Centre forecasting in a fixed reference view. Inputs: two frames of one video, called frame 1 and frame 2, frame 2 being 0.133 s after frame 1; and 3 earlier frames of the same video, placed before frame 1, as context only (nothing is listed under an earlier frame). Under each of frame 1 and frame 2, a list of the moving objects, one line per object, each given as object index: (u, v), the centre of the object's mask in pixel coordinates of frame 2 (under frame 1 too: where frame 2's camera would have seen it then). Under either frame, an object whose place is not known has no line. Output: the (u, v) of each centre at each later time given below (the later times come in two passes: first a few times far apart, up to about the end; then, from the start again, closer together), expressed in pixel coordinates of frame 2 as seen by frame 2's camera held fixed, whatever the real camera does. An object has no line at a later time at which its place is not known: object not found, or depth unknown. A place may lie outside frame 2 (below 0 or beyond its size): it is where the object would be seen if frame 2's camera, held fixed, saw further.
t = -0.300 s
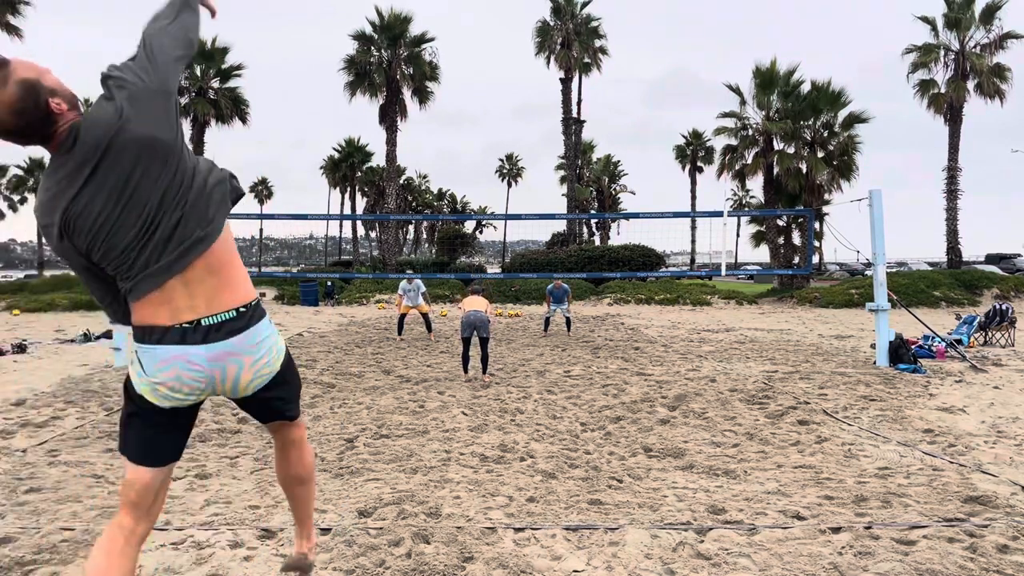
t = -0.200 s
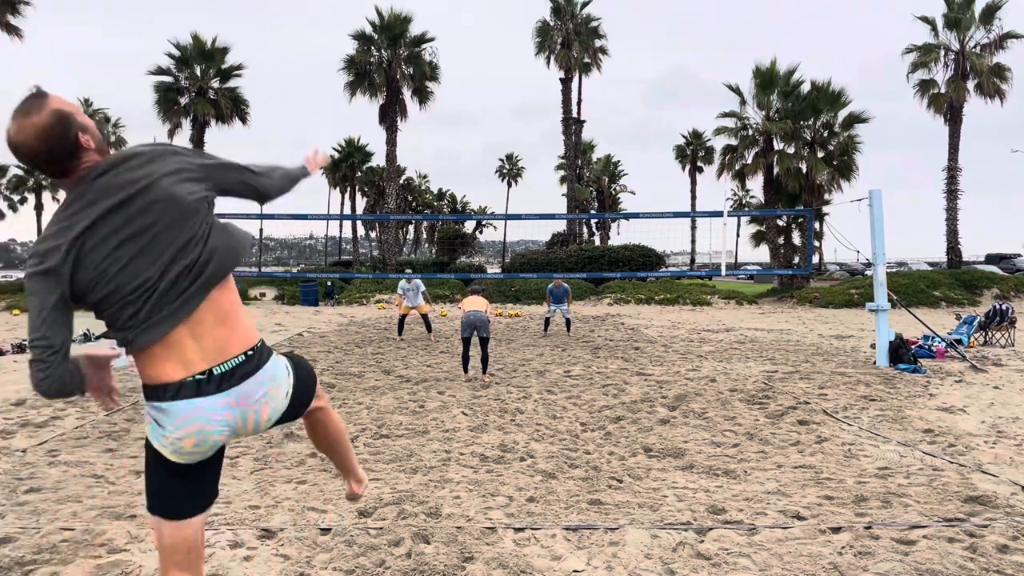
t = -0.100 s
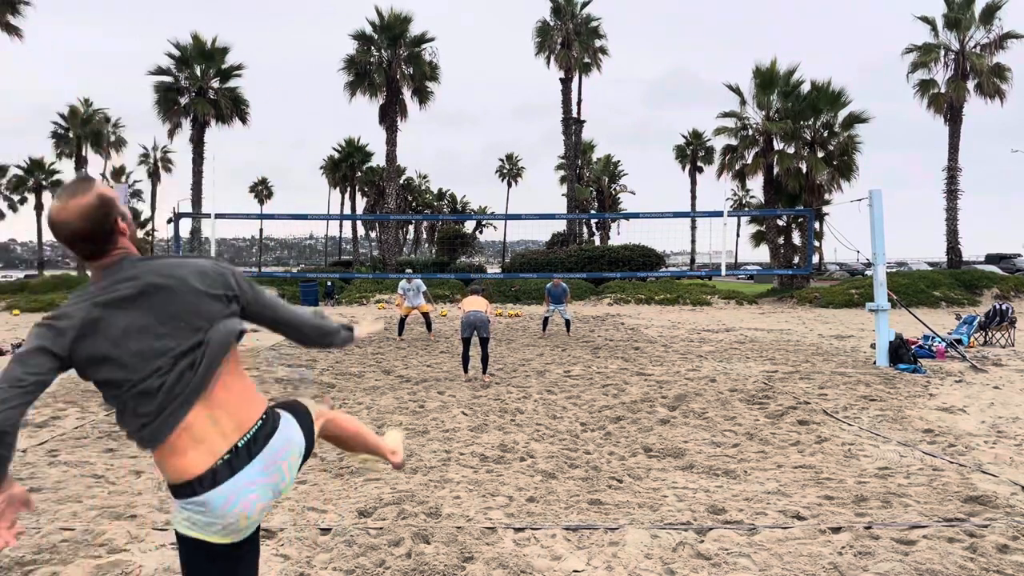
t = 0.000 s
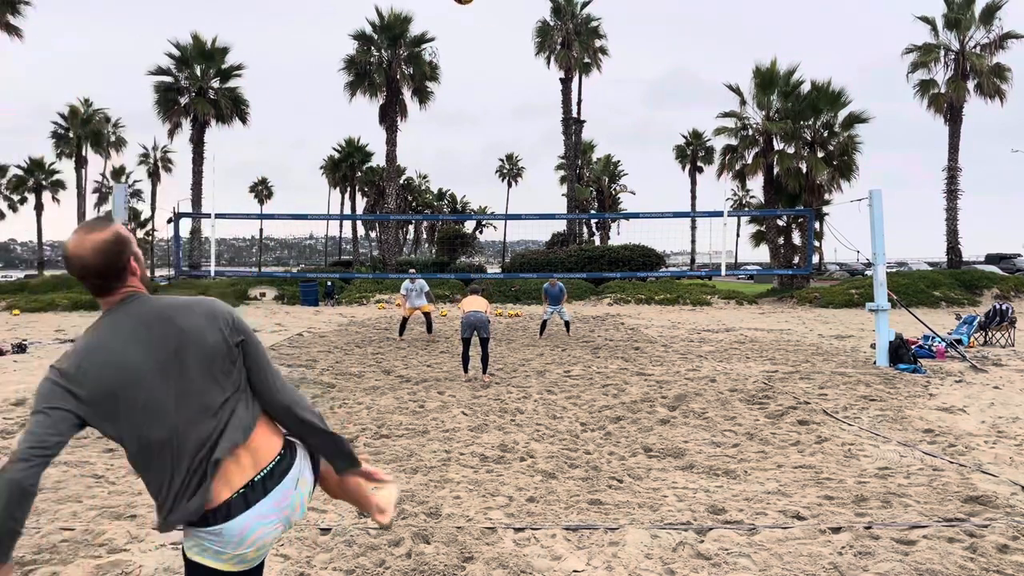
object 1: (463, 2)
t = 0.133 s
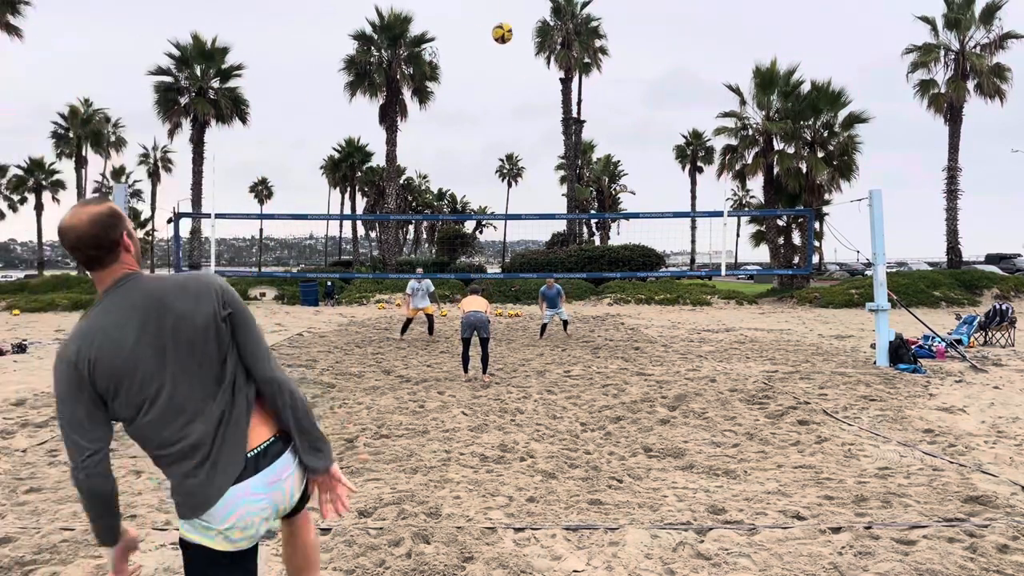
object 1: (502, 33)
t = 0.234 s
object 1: (521, 65)
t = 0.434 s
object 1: (549, 132)
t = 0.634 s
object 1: (569, 202)
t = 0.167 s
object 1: (509, 43)
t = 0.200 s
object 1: (516, 54)
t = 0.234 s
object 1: (521, 65)
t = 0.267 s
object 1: (527, 76)
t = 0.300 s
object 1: (532, 87)
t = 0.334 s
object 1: (537, 98)
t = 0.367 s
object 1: (541, 110)
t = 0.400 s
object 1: (545, 121)
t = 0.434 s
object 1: (549, 132)
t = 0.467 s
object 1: (553, 144)
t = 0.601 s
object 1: (565, 190)
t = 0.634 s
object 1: (569, 202)
